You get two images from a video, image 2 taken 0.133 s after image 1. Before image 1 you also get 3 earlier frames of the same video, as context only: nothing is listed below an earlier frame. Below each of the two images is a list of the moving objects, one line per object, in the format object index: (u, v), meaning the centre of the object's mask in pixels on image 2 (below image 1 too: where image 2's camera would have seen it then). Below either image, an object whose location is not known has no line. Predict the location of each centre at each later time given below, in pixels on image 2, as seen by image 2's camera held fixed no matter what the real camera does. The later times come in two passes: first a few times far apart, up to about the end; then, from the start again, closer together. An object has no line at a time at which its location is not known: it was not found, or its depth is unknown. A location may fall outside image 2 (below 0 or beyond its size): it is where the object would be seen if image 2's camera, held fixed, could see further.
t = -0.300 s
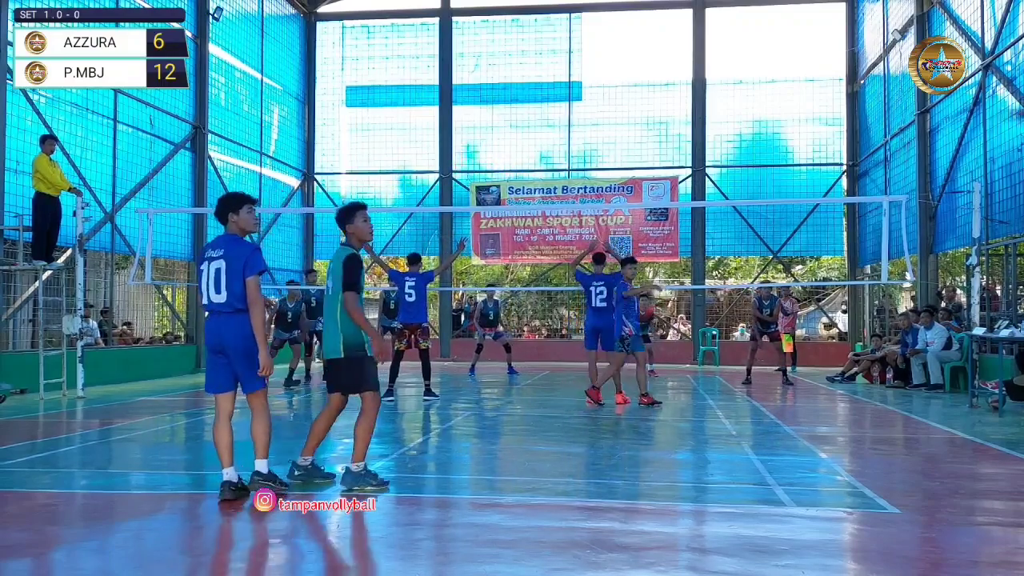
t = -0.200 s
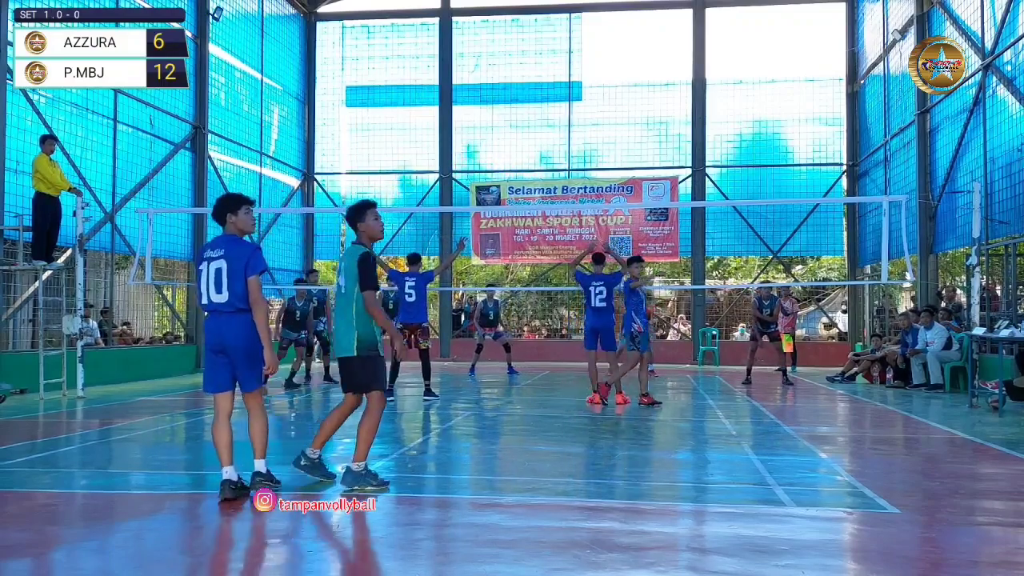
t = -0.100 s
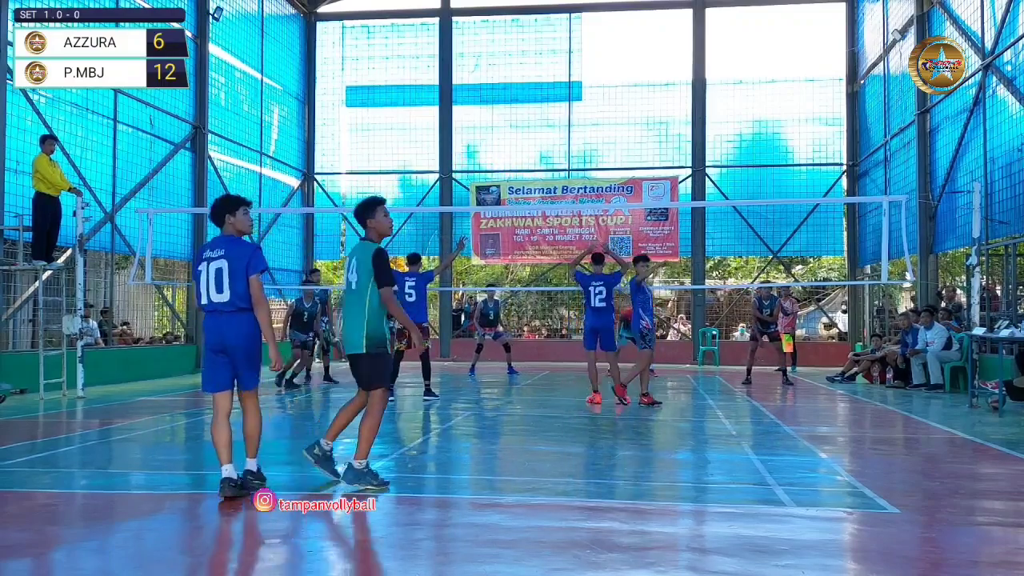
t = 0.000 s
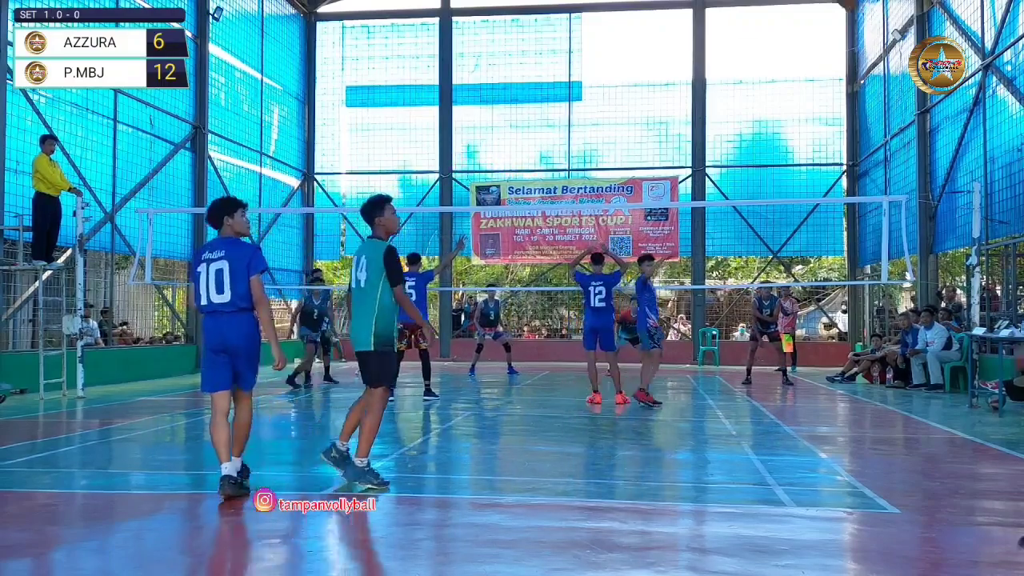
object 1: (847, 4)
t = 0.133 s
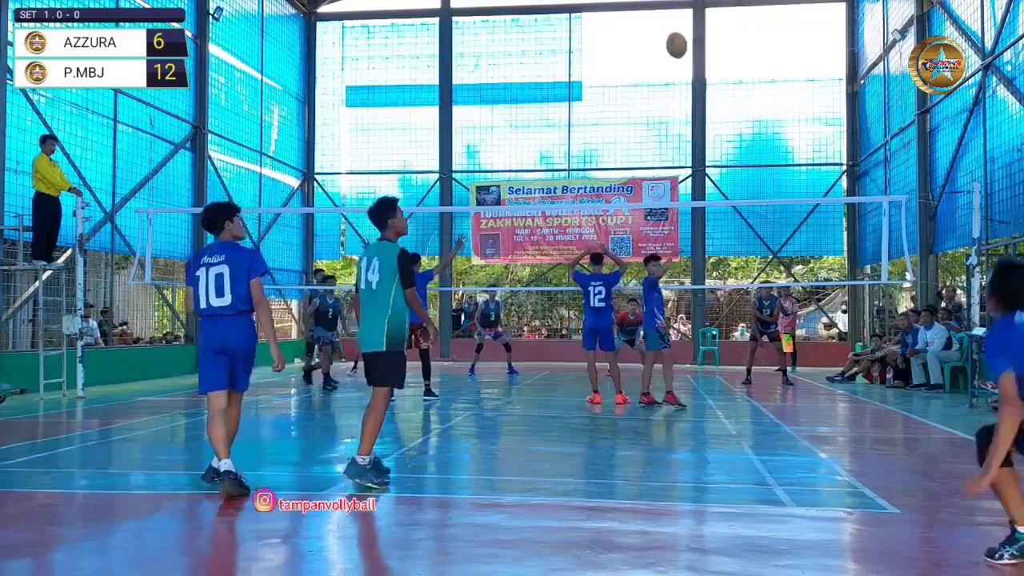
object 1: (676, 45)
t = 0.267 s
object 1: (578, 92)
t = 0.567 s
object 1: (458, 188)
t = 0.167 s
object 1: (647, 57)
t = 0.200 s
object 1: (621, 69)
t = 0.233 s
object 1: (598, 81)
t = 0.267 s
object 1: (578, 92)
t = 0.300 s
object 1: (559, 103)
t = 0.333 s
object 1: (542, 114)
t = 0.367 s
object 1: (527, 124)
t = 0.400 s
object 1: (513, 135)
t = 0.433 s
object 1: (500, 146)
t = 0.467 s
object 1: (488, 156)
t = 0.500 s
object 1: (478, 167)
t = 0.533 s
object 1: (467, 178)
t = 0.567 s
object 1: (458, 188)
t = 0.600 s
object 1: (449, 199)
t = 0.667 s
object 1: (434, 221)
